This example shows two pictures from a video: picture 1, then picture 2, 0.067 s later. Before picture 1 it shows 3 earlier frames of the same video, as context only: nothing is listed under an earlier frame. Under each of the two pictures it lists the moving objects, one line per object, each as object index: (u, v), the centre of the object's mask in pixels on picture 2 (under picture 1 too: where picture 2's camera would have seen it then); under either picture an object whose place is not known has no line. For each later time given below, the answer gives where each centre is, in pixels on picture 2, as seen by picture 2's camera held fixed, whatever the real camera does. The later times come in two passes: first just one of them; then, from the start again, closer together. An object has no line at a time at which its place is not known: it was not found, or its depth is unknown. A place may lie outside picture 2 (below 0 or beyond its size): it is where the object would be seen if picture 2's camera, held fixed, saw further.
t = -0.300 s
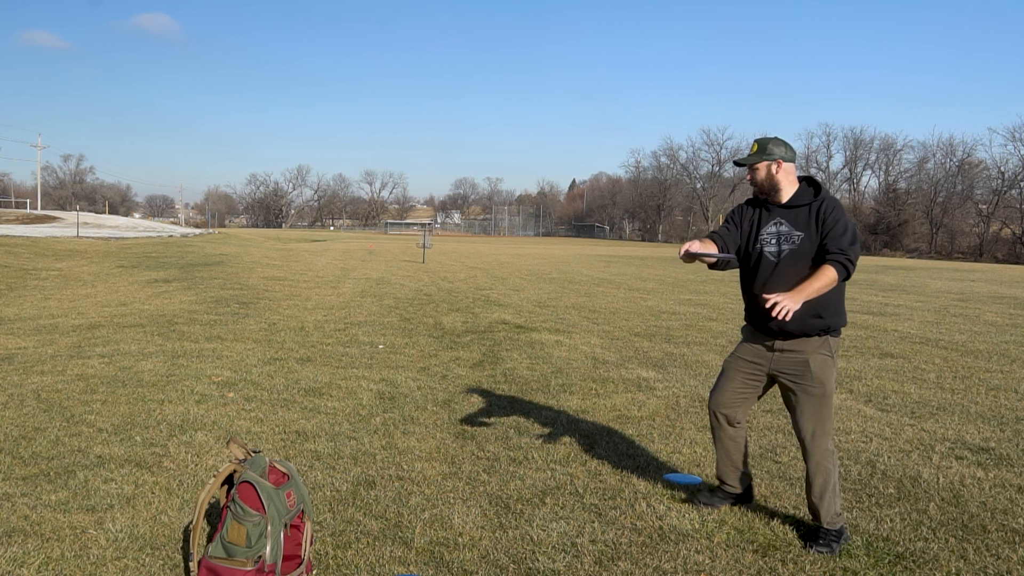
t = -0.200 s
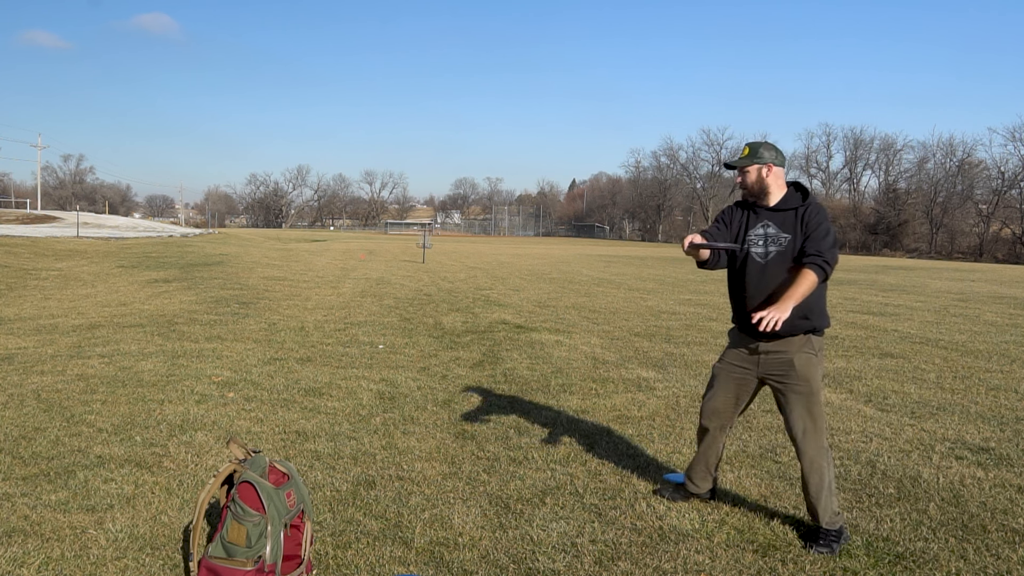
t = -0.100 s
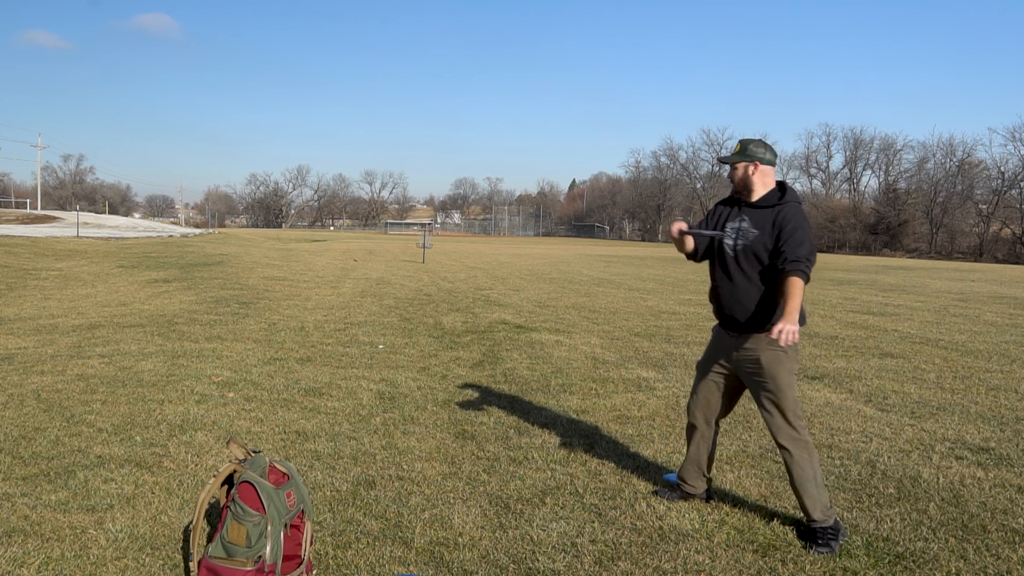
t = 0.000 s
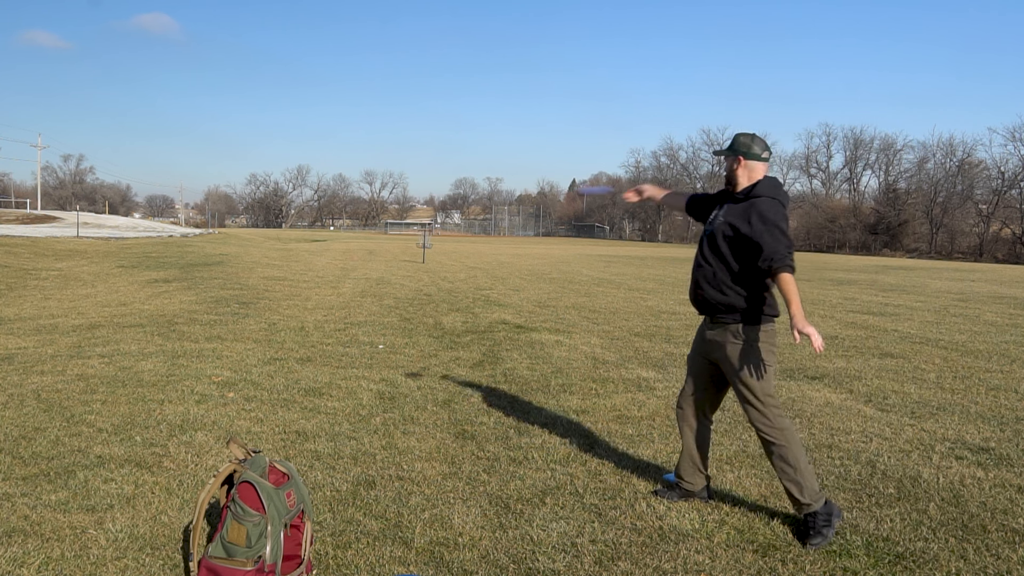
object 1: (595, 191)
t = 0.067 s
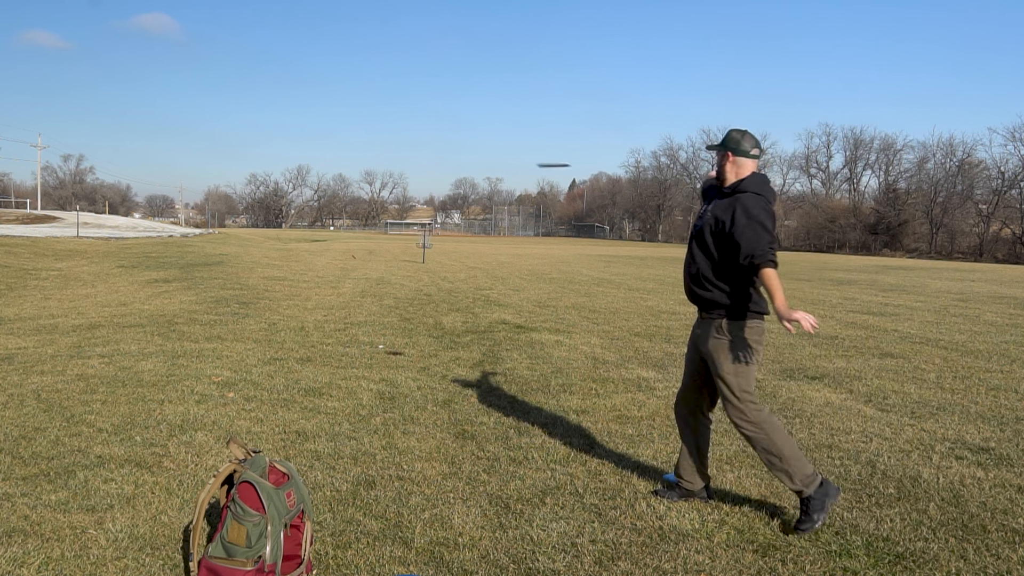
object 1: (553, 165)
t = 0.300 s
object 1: (478, 145)
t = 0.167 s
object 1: (513, 149)
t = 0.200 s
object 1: (502, 147)
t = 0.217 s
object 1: (497, 146)
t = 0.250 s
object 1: (489, 145)
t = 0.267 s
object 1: (485, 145)
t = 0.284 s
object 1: (481, 145)
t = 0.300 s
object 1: (478, 145)
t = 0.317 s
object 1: (475, 145)
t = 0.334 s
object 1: (472, 146)
